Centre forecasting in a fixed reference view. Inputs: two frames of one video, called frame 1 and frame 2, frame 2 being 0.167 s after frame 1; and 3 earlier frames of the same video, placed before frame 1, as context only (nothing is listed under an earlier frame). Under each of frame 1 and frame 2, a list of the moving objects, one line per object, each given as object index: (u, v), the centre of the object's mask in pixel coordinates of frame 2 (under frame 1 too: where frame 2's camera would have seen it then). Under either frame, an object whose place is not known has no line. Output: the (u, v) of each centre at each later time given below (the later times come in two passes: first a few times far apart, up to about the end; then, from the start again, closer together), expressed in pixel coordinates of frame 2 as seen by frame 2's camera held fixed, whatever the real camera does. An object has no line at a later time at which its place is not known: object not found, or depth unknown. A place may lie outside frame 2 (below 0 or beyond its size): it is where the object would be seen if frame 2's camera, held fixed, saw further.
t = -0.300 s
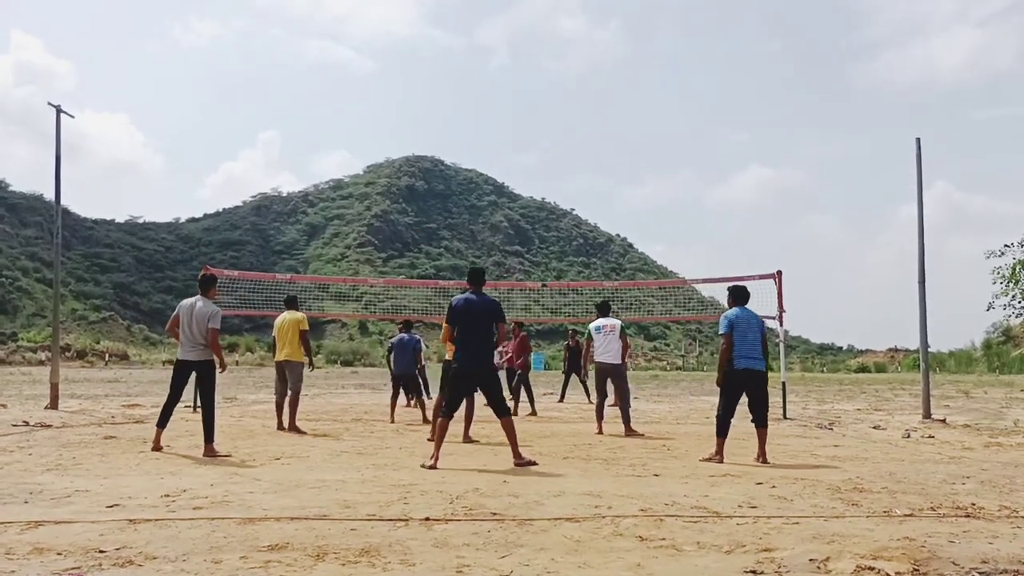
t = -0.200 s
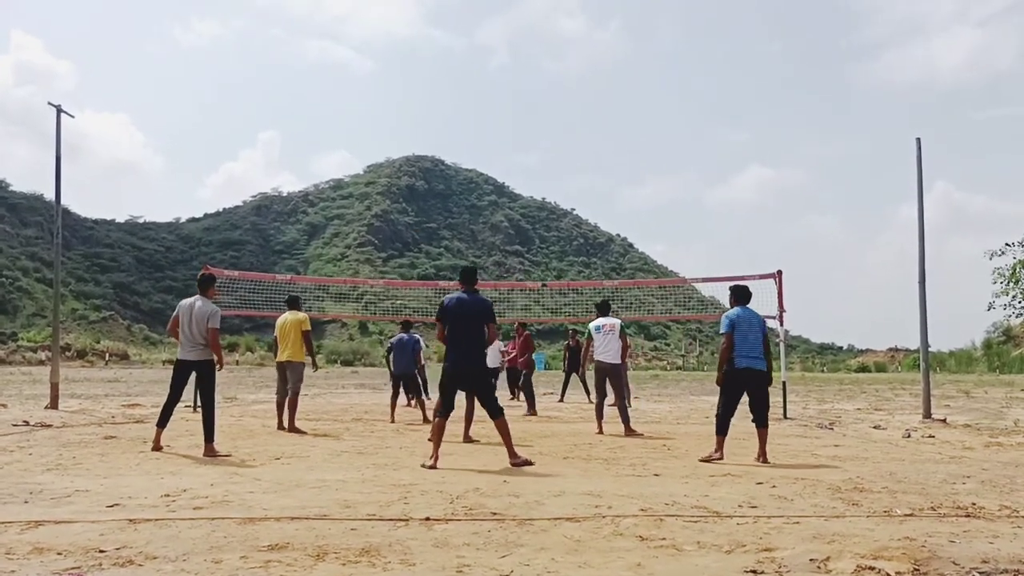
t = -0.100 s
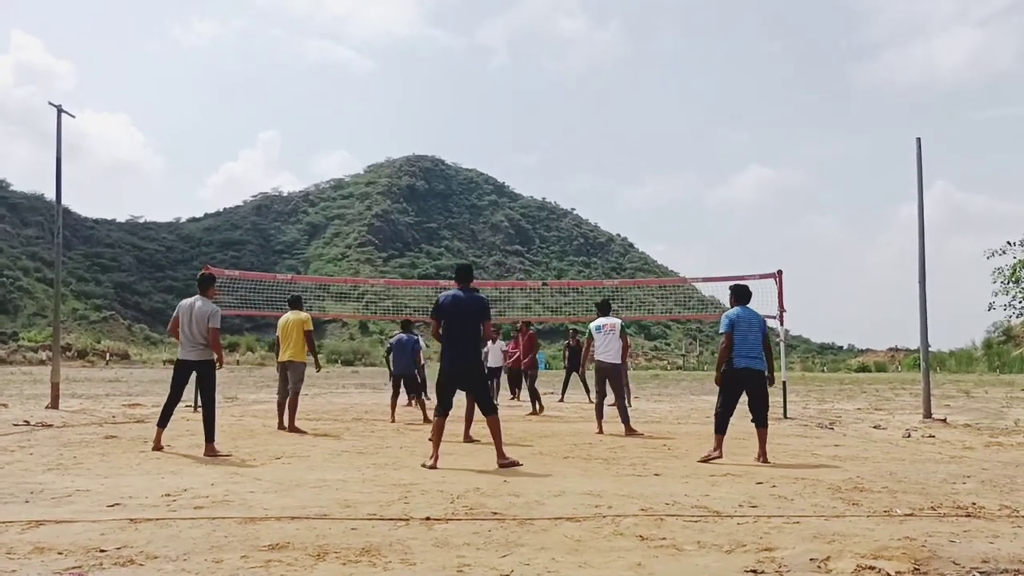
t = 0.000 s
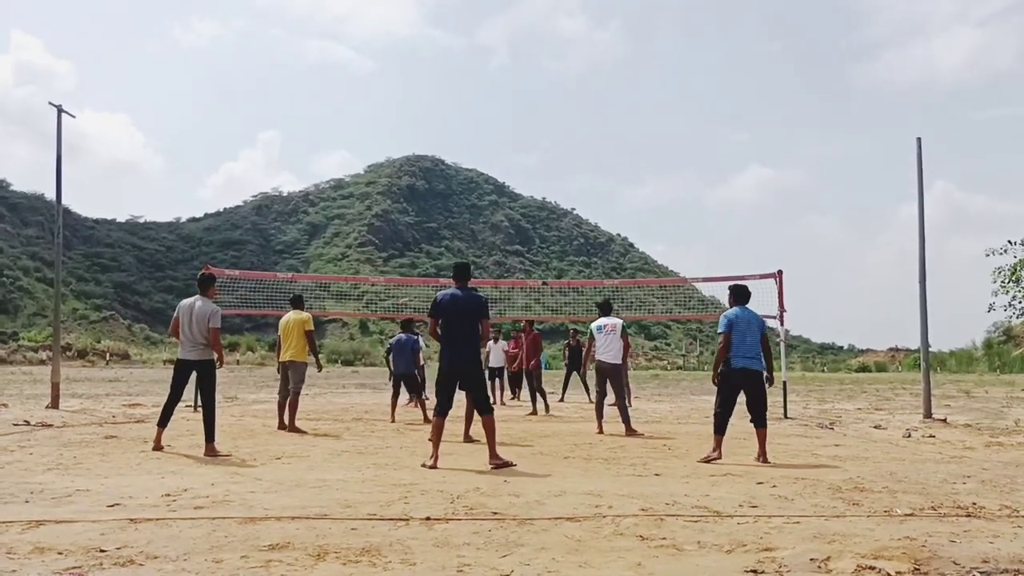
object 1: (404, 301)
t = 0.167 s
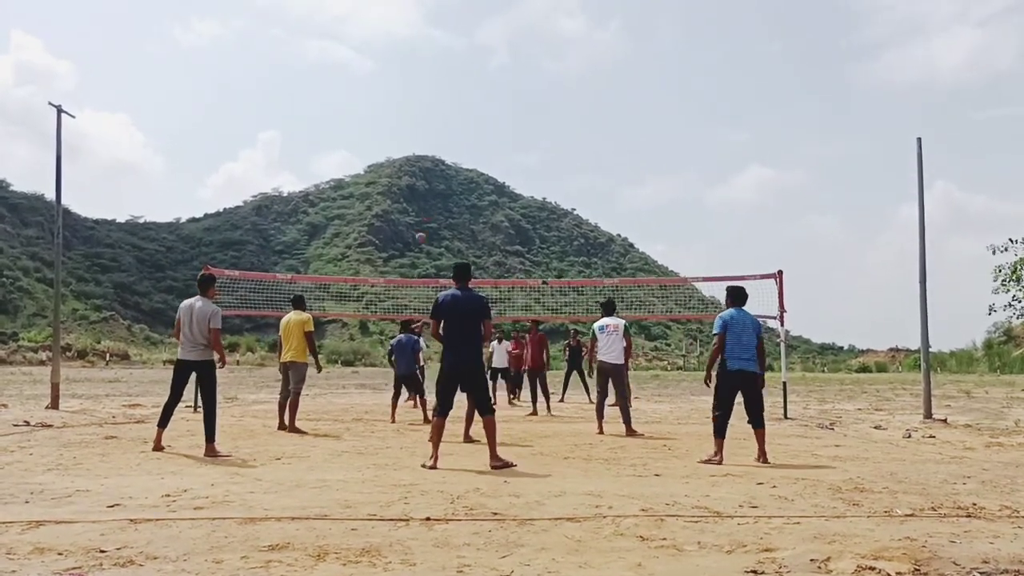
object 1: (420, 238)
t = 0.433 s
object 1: (449, 151)
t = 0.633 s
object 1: (475, 103)
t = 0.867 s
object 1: (511, 73)
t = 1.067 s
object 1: (550, 77)
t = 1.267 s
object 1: (599, 121)
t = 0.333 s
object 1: (438, 180)
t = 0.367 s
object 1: (441, 168)
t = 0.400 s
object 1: (447, 160)
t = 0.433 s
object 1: (449, 151)
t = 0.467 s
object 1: (453, 142)
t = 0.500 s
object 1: (457, 133)
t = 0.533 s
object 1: (462, 125)
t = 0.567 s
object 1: (466, 117)
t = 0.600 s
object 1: (470, 110)
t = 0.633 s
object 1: (475, 103)
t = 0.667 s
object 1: (480, 97)
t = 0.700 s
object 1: (484, 92)
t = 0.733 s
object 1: (489, 87)
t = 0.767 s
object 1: (494, 82)
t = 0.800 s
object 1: (500, 78)
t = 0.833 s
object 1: (506, 75)
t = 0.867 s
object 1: (511, 73)
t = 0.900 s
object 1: (517, 71)
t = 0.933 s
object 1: (523, 71)
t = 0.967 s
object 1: (530, 71)
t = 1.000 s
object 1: (536, 72)
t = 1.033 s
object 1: (543, 74)
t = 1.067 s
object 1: (550, 77)
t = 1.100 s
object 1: (558, 81)
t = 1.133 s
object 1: (565, 86)
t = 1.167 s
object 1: (573, 93)
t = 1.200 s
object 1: (581, 101)
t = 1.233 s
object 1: (590, 110)
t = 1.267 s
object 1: (599, 121)
